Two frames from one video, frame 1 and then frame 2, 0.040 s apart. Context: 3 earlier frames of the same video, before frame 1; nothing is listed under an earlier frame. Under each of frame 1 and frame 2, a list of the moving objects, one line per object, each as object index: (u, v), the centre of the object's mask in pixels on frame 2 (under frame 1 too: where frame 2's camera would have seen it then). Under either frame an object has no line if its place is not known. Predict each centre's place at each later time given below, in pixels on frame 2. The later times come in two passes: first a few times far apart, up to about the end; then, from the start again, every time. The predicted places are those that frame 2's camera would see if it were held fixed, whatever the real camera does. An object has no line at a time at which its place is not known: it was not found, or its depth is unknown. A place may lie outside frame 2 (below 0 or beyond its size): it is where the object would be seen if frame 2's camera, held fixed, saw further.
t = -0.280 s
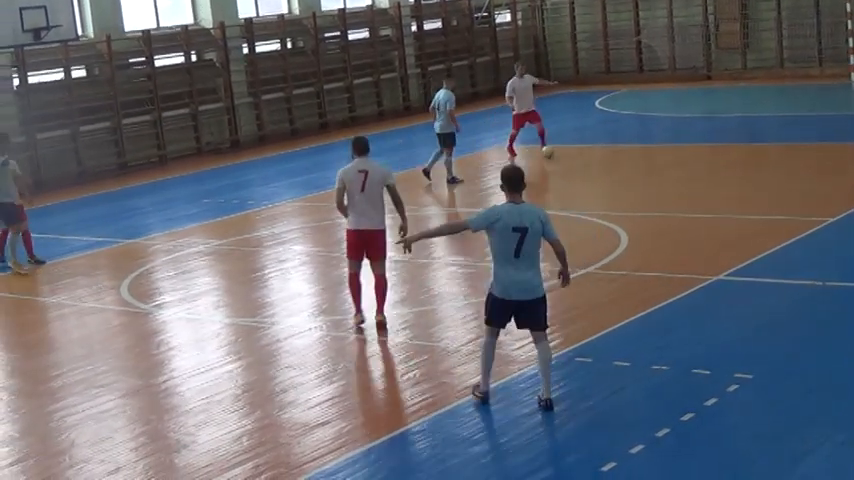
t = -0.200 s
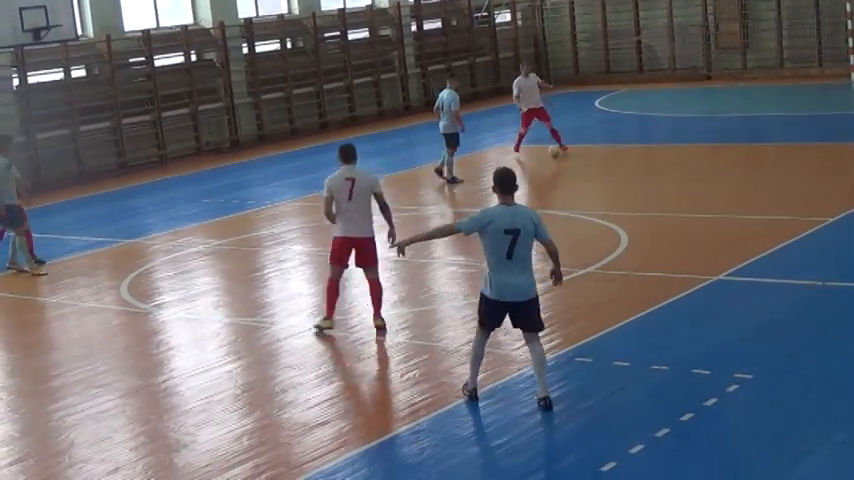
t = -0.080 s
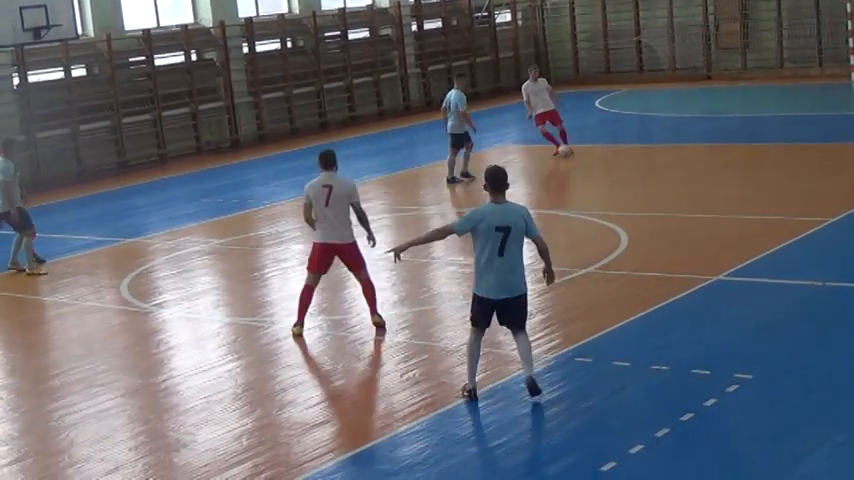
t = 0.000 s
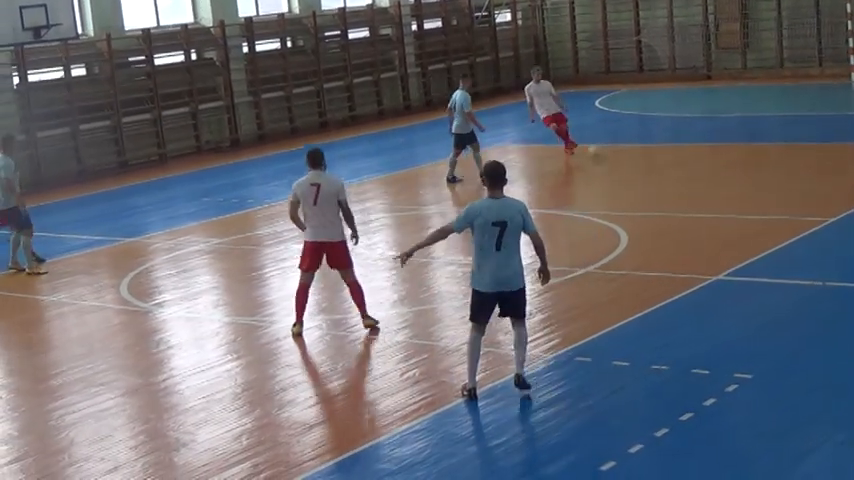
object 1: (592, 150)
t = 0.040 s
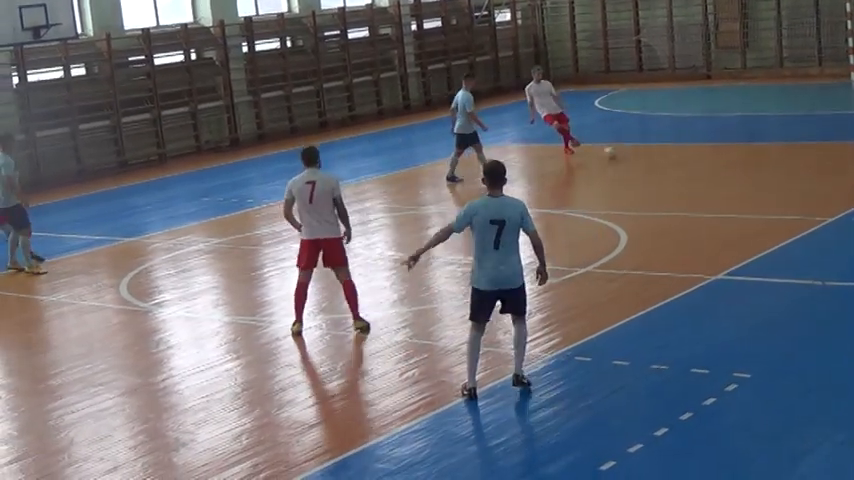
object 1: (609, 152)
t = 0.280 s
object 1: (707, 159)
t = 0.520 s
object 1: (806, 168)
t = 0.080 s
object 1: (626, 155)
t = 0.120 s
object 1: (642, 156)
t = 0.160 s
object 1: (659, 156)
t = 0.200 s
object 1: (675, 158)
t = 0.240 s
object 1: (690, 159)
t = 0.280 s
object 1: (707, 159)
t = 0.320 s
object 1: (723, 161)
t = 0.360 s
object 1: (740, 162)
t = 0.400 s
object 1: (757, 164)
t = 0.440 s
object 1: (774, 165)
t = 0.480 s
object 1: (791, 167)
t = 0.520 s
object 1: (806, 168)
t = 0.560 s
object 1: (822, 169)
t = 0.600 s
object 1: (839, 170)
